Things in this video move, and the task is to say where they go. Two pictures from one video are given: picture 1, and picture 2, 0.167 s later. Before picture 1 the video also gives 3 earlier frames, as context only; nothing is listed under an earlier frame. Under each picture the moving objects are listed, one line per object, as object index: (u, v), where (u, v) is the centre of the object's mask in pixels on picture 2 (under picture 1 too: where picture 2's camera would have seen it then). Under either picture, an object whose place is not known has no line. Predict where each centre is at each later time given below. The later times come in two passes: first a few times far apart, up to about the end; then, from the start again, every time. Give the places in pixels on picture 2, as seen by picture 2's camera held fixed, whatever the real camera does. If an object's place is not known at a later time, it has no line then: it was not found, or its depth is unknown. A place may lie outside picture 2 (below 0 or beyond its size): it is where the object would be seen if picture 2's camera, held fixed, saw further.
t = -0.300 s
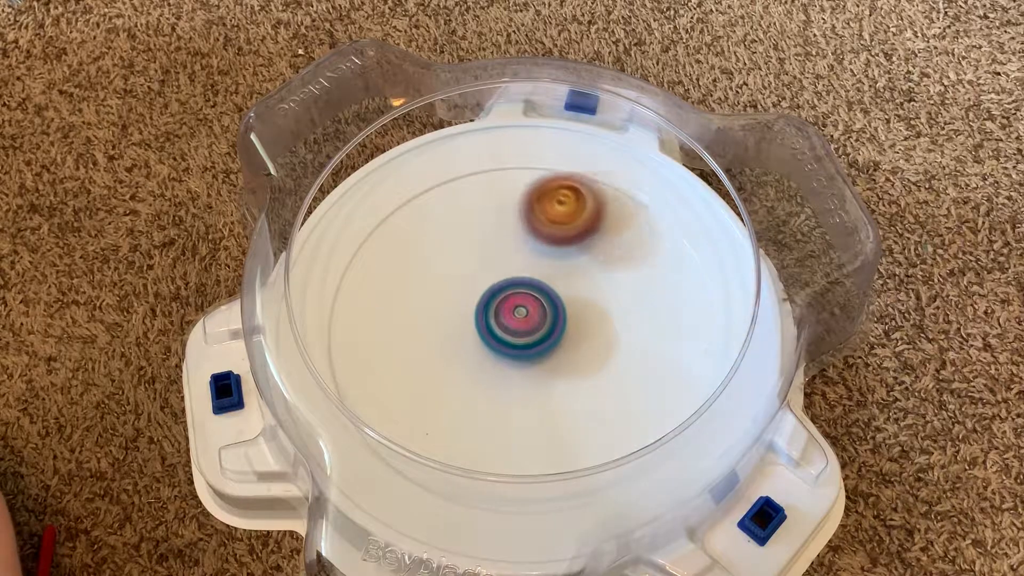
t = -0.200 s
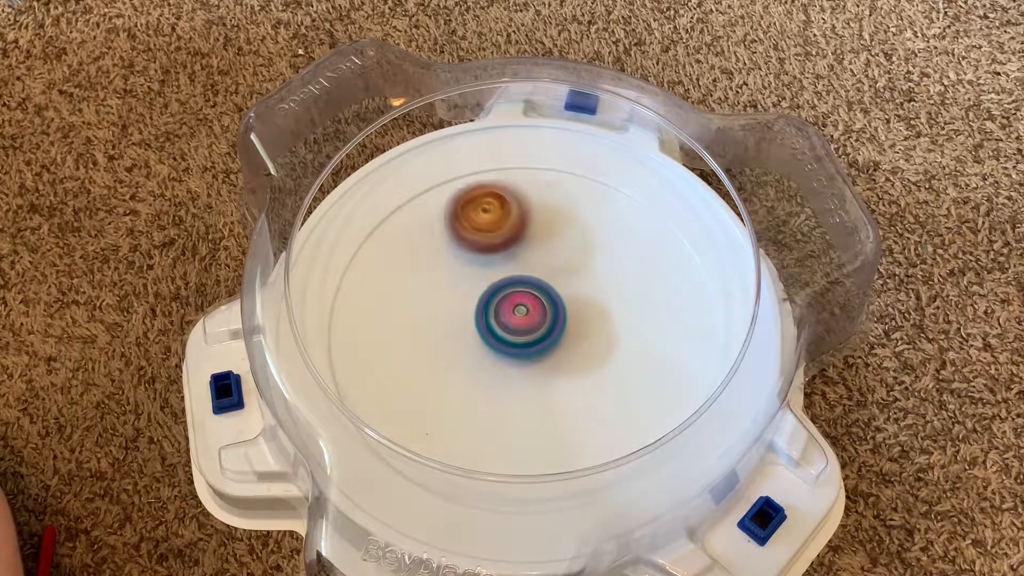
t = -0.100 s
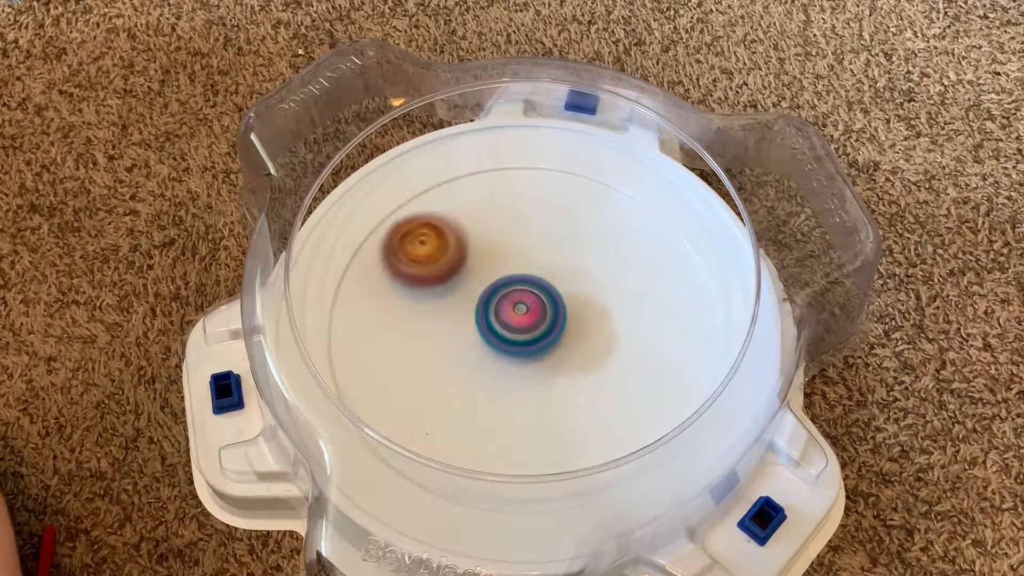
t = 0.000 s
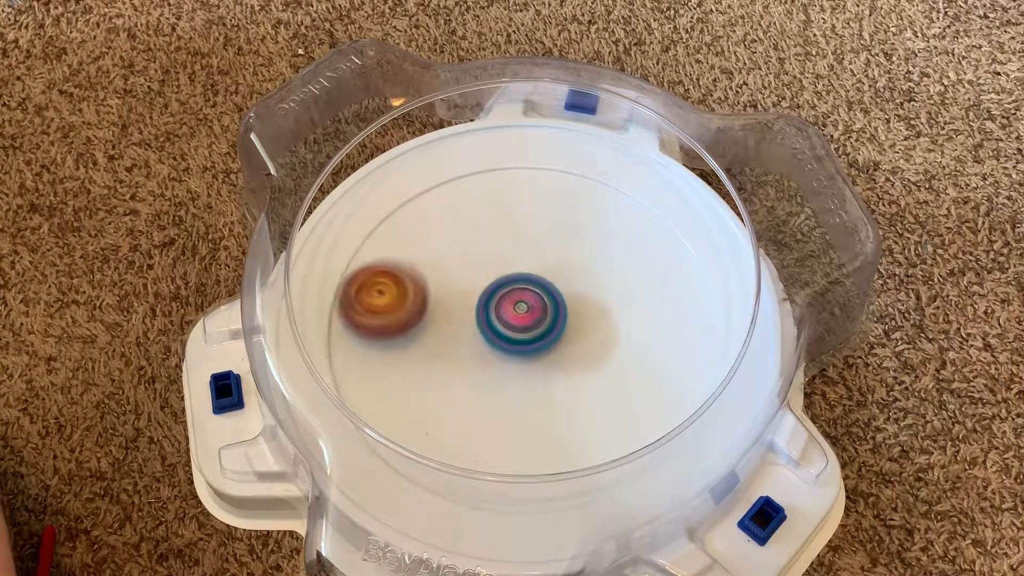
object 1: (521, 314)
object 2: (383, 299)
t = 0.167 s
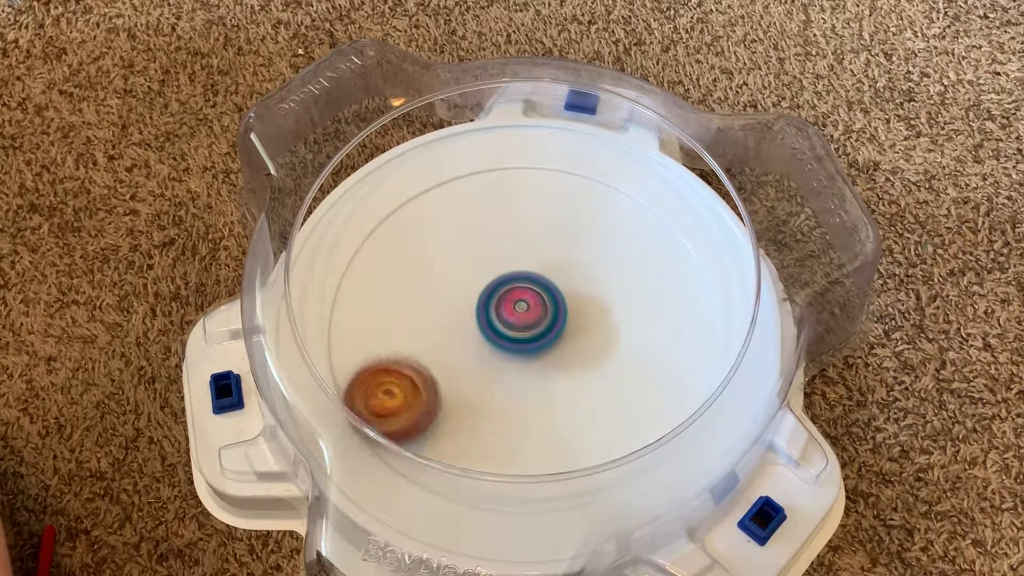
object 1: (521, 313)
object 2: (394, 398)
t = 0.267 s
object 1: (521, 312)
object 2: (455, 437)
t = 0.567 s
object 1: (521, 312)
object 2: (629, 325)
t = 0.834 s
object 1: (520, 315)
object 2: (554, 188)
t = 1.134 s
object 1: (520, 317)
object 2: (401, 258)
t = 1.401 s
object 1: (521, 319)
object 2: (492, 411)
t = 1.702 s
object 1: (520, 319)
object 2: (672, 354)
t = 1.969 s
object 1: (519, 317)
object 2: (576, 229)
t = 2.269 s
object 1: (519, 315)
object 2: (396, 280)
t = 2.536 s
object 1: (520, 315)
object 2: (430, 413)
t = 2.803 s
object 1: (521, 315)
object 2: (605, 355)
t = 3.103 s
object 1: (522, 315)
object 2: (582, 201)
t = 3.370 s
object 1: (522, 314)
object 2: (441, 234)
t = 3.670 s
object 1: (520, 317)
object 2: (476, 402)
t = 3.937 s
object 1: (519, 318)
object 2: (634, 396)
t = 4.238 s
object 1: (519, 318)
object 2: (575, 248)
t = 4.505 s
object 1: (519, 316)
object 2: (422, 245)
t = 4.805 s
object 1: (520, 315)
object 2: (426, 381)
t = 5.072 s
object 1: (522, 310)
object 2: (597, 373)
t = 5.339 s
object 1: (522, 316)
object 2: (639, 262)
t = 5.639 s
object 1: (523, 333)
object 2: (477, 246)
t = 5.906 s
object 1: (525, 341)
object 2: (407, 340)
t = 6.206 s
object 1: (564, 292)
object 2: (486, 429)
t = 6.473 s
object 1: (549, 272)
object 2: (551, 366)
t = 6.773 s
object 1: (530, 228)
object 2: (487, 363)
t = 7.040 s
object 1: (524, 268)
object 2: (477, 337)
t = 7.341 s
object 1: (531, 305)
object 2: (444, 332)
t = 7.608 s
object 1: (559, 334)
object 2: (425, 324)
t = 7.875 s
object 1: (542, 344)
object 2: (451, 310)
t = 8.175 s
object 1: (610, 395)
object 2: (441, 218)
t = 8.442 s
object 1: (558, 381)
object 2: (522, 292)
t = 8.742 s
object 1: (520, 350)
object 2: (537, 284)
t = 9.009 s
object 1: (470, 331)
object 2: (560, 270)
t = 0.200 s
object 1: (521, 313)
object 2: (408, 417)
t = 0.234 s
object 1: (521, 312)
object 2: (429, 430)
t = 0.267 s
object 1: (521, 312)
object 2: (455, 437)
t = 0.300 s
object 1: (521, 312)
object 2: (483, 438)
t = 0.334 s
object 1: (521, 312)
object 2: (510, 439)
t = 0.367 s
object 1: (521, 312)
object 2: (538, 434)
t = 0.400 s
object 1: (521, 312)
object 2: (564, 425)
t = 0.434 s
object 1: (521, 312)
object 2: (586, 409)
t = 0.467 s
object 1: (521, 312)
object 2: (604, 390)
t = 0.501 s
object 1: (521, 312)
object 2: (616, 369)
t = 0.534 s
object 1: (521, 312)
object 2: (625, 347)
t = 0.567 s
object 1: (521, 312)
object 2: (629, 325)
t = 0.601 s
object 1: (521, 312)
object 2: (630, 303)
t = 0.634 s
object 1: (521, 313)
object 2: (627, 281)
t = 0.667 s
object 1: (521, 313)
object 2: (621, 261)
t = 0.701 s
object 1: (521, 313)
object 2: (613, 243)
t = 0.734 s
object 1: (521, 314)
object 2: (601, 225)
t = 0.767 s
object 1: (521, 314)
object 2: (588, 210)
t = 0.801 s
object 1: (520, 314)
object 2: (572, 198)
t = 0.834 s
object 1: (520, 315)
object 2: (554, 188)
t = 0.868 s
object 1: (520, 315)
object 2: (535, 181)
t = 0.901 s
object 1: (520, 315)
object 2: (516, 177)
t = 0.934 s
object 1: (520, 316)
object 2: (495, 177)
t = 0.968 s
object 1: (520, 316)
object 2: (474, 181)
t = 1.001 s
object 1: (520, 316)
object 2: (455, 188)
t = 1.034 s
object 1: (520, 316)
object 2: (437, 201)
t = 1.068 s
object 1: (520, 317)
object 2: (421, 217)
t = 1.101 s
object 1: (521, 317)
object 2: (410, 236)
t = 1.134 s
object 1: (520, 317)
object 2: (401, 258)
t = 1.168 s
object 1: (520, 317)
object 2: (399, 281)
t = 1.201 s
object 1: (521, 318)
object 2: (400, 304)
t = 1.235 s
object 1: (521, 319)
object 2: (406, 327)
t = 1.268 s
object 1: (521, 319)
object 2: (417, 349)
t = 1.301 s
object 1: (521, 319)
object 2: (432, 368)
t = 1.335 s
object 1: (521, 319)
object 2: (450, 386)
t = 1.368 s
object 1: (521, 319)
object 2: (470, 400)
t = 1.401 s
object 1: (521, 319)
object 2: (492, 411)
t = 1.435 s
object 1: (521, 319)
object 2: (516, 418)
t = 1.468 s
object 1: (521, 319)
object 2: (540, 422)
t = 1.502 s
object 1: (521, 320)
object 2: (565, 423)
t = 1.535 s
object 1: (521, 320)
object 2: (588, 420)
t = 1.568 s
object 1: (521, 320)
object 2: (610, 413)
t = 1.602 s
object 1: (520, 320)
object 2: (631, 403)
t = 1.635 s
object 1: (520, 319)
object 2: (649, 389)
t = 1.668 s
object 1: (520, 319)
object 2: (663, 373)
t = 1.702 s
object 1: (520, 319)
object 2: (672, 354)
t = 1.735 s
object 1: (520, 319)
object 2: (674, 333)
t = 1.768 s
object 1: (520, 319)
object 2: (673, 313)
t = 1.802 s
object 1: (520, 319)
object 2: (665, 293)
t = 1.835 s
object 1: (520, 318)
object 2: (653, 275)
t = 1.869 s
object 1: (520, 318)
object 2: (638, 259)
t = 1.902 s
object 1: (520, 318)
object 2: (619, 247)
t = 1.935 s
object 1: (519, 317)
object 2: (597, 236)
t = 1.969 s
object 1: (519, 317)
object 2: (576, 229)
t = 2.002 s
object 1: (519, 317)
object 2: (553, 225)
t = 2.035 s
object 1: (519, 316)
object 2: (530, 223)
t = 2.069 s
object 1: (519, 316)
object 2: (506, 225)
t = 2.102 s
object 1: (519, 316)
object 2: (483, 229)
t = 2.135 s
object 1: (519, 316)
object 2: (461, 235)
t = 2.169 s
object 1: (519, 316)
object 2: (442, 244)
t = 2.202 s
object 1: (519, 316)
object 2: (425, 254)
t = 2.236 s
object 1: (519, 316)
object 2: (409, 266)
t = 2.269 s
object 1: (519, 315)
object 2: (396, 280)
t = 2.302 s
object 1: (519, 316)
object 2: (384, 296)
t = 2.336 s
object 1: (519, 315)
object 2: (377, 313)
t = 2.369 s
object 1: (519, 315)
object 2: (374, 332)
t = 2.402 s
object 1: (519, 315)
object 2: (375, 350)
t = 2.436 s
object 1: (519, 315)
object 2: (382, 368)
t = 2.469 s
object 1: (520, 315)
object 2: (393, 386)
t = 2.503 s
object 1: (520, 315)
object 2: (408, 401)
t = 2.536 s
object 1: (520, 315)
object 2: (430, 413)
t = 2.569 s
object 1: (520, 315)
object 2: (456, 421)
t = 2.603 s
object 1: (520, 315)
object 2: (482, 425)
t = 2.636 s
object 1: (520, 315)
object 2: (509, 422)
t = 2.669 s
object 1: (520, 314)
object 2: (533, 415)
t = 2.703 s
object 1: (520, 314)
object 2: (556, 404)
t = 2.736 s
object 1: (521, 314)
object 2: (575, 391)
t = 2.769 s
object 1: (521, 315)
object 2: (593, 373)
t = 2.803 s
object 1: (521, 315)
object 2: (605, 355)
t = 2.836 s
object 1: (521, 315)
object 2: (615, 337)
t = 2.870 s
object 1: (521, 315)
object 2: (621, 319)
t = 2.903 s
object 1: (521, 315)
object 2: (625, 299)
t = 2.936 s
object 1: (521, 315)
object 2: (625, 280)
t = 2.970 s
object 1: (521, 315)
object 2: (623, 261)
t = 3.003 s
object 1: (522, 315)
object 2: (616, 243)
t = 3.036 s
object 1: (522, 315)
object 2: (608, 227)
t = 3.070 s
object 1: (522, 315)
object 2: (596, 213)
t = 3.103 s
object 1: (522, 315)
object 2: (582, 201)
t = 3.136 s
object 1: (522, 315)
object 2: (565, 193)
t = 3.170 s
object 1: (522, 315)
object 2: (548, 188)
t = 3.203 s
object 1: (522, 315)
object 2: (528, 185)
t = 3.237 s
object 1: (522, 315)
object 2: (509, 187)
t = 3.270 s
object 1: (522, 315)
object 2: (489, 192)
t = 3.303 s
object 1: (522, 315)
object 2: (471, 202)
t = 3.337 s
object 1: (522, 315)
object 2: (454, 217)
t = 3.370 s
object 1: (522, 314)
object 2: (441, 234)
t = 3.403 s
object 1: (521, 314)
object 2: (432, 252)
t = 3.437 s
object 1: (521, 315)
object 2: (425, 272)
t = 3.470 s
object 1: (521, 315)
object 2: (423, 294)
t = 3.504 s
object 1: (521, 316)
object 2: (424, 315)
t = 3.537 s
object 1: (521, 316)
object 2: (429, 334)
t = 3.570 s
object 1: (520, 317)
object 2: (436, 352)
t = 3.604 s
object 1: (520, 317)
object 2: (445, 370)
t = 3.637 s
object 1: (520, 317)
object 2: (459, 388)
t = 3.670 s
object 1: (520, 317)
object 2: (476, 402)
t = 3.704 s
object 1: (520, 317)
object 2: (494, 413)
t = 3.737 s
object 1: (520, 317)
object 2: (514, 422)
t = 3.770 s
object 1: (520, 317)
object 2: (534, 427)
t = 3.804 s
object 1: (519, 317)
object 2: (557, 428)
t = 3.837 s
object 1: (519, 318)
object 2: (578, 425)
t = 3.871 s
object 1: (519, 318)
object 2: (597, 419)
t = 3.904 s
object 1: (519, 318)
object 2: (616, 411)
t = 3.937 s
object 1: (519, 318)
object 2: (634, 396)
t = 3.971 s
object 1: (519, 318)
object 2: (644, 379)
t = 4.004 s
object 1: (519, 318)
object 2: (650, 360)
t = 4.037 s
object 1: (519, 318)
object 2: (651, 340)
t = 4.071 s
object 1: (519, 318)
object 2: (646, 320)
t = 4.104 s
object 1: (519, 318)
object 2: (638, 302)
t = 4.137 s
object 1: (519, 318)
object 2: (625, 286)
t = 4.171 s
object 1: (519, 318)
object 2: (610, 271)
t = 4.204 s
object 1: (519, 318)
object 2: (593, 258)
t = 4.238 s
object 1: (519, 318)
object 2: (575, 248)
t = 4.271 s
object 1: (519, 317)
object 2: (555, 240)
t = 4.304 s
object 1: (519, 317)
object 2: (535, 233)
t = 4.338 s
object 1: (519, 317)
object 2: (515, 230)
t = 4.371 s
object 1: (519, 317)
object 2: (495, 228)
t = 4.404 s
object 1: (519, 317)
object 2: (476, 230)
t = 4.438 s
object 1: (519, 317)
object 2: (457, 232)
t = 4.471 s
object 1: (519, 316)
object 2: (439, 237)
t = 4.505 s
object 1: (519, 316)
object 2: (422, 245)
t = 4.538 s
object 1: (519, 316)
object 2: (407, 254)
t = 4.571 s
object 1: (519, 316)
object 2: (395, 267)
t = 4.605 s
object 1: (519, 316)
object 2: (385, 281)
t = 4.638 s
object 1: (519, 316)
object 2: (380, 298)
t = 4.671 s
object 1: (520, 316)
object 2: (379, 315)
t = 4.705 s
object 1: (520, 315)
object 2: (382, 334)
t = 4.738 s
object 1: (520, 315)
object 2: (392, 353)
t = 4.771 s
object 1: (520, 315)
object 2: (407, 368)
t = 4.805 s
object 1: (520, 315)
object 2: (426, 381)
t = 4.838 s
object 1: (520, 315)
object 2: (448, 390)
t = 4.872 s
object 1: (521, 315)
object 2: (470, 396)
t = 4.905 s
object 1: (521, 315)
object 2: (493, 398)
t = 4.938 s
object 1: (521, 315)
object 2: (517, 398)
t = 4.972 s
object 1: (521, 314)
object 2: (540, 393)
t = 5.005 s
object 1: (521, 313)
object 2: (560, 387)
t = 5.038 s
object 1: (522, 311)
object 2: (579, 381)
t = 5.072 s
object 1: (522, 310)
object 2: (597, 373)
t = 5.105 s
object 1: (522, 310)
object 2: (613, 365)
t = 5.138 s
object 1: (522, 310)
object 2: (629, 353)
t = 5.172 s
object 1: (521, 310)
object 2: (640, 339)
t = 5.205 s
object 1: (521, 311)
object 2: (648, 325)
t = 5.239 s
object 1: (521, 312)
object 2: (653, 308)
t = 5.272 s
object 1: (521, 313)
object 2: (652, 294)
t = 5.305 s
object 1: (521, 315)
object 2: (648, 278)
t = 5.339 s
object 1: (522, 316)
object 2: (639, 262)
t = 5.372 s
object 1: (522, 317)
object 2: (625, 250)
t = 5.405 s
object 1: (523, 319)
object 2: (609, 240)
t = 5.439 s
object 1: (523, 320)
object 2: (589, 234)
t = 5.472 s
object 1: (523, 321)
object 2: (570, 232)
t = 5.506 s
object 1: (524, 321)
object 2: (550, 232)
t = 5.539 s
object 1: (524, 322)
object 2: (530, 234)
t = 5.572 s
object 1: (524, 323)
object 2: (511, 240)
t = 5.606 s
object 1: (523, 328)
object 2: (492, 242)
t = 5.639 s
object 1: (523, 333)
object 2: (477, 246)
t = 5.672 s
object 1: (523, 337)
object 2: (461, 251)
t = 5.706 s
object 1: (524, 340)
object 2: (446, 258)
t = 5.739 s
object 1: (524, 341)
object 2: (432, 269)
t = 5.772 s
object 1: (524, 342)
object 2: (421, 281)
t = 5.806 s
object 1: (525, 342)
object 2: (413, 293)
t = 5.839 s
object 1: (525, 342)
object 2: (407, 308)
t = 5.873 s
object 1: (525, 342)
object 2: (403, 324)
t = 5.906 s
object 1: (525, 341)
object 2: (407, 340)
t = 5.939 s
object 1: (525, 339)
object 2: (414, 356)
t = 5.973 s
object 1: (524, 338)
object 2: (425, 368)
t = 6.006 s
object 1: (523, 337)
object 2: (438, 381)
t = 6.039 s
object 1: (522, 334)
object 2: (456, 391)
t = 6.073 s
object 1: (528, 329)
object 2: (465, 399)
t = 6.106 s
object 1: (541, 319)
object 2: (467, 413)
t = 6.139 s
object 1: (552, 308)
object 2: (470, 421)
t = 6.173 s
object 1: (559, 300)
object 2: (477, 427)
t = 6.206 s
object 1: (564, 292)
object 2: (486, 429)
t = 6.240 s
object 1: (564, 286)
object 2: (493, 431)
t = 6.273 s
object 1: (563, 281)
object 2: (504, 433)
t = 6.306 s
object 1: (561, 278)
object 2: (519, 430)
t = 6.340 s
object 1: (559, 275)
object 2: (530, 423)
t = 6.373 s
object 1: (556, 273)
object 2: (540, 412)
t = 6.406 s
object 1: (554, 273)
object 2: (546, 396)
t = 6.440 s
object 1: (552, 272)
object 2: (549, 382)
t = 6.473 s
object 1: (549, 272)
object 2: (551, 366)
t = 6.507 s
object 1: (547, 272)
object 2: (547, 349)
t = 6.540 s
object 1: (547, 259)
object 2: (538, 352)
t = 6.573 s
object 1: (547, 245)
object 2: (530, 357)
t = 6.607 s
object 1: (545, 236)
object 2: (522, 359)
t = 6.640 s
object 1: (541, 230)
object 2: (514, 361)
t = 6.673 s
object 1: (538, 227)
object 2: (507, 363)
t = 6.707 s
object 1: (535, 226)
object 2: (500, 363)
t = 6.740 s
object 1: (533, 227)
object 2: (493, 363)
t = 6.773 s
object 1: (530, 228)
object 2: (487, 363)
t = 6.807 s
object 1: (529, 231)
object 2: (483, 363)
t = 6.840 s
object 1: (528, 235)
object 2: (480, 362)
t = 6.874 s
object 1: (527, 239)
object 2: (478, 361)
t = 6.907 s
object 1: (526, 244)
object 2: (479, 358)
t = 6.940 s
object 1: (525, 249)
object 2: (479, 354)
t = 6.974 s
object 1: (524, 255)
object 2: (479, 349)
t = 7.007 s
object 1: (524, 261)
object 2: (478, 343)
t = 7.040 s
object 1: (524, 268)
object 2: (477, 337)
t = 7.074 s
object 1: (527, 271)
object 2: (469, 334)
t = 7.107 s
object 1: (533, 272)
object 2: (464, 331)
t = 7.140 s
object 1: (535, 276)
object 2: (458, 329)
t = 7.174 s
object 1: (536, 279)
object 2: (454, 329)
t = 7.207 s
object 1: (535, 284)
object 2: (450, 330)
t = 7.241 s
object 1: (534, 289)
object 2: (447, 331)
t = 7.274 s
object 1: (533, 294)
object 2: (446, 332)
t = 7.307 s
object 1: (530, 300)
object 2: (447, 332)
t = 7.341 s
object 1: (531, 305)
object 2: (444, 332)
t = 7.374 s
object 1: (536, 310)
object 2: (443, 332)
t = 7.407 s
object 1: (538, 314)
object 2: (441, 332)
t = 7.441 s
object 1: (538, 318)
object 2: (442, 333)
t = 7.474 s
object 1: (537, 321)
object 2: (445, 333)
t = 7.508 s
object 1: (537, 325)
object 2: (445, 331)
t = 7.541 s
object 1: (548, 330)
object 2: (436, 328)
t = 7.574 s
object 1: (556, 332)
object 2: (429, 327)
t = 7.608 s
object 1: (559, 334)
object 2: (425, 324)
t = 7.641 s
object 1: (561, 336)
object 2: (420, 322)
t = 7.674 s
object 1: (559, 337)
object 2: (419, 321)
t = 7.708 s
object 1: (558, 337)
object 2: (420, 321)
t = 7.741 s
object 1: (554, 338)
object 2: (423, 319)
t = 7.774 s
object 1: (550, 339)
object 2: (429, 318)
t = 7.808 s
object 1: (545, 341)
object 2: (435, 318)
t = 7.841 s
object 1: (541, 341)
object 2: (445, 316)
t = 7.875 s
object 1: (542, 344)
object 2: (451, 310)
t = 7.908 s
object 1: (561, 361)
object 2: (435, 292)
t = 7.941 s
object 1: (579, 375)
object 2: (420, 272)
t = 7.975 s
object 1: (594, 385)
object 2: (418, 248)
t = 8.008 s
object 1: (604, 391)
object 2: (414, 233)
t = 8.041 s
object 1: (610, 394)
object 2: (413, 221)
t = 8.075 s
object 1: (613, 395)
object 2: (416, 213)
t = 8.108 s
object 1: (614, 396)
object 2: (425, 211)
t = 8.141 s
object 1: (613, 396)
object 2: (432, 213)
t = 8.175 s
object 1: (610, 395)
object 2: (441, 218)
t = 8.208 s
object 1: (606, 394)
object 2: (450, 226)
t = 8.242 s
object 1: (601, 391)
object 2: (460, 237)
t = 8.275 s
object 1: (594, 387)
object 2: (469, 250)
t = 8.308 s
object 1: (587, 383)
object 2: (478, 260)
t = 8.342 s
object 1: (578, 379)
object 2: (492, 273)
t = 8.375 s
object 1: (569, 374)
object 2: (503, 288)
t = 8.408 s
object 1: (562, 372)
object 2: (516, 299)
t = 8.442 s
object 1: (558, 381)
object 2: (522, 292)
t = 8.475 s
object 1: (553, 388)
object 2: (526, 286)
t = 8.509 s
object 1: (547, 391)
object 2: (531, 285)
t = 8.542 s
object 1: (542, 390)
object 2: (535, 282)
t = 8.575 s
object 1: (538, 385)
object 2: (539, 279)
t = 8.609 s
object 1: (535, 379)
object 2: (541, 281)
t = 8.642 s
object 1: (531, 372)
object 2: (540, 284)
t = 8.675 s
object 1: (528, 364)
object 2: (538, 286)
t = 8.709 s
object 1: (526, 356)
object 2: (535, 286)
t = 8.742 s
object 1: (520, 350)
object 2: (537, 284)
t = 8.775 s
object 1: (512, 347)
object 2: (542, 284)
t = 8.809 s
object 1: (506, 344)
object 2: (546, 285)
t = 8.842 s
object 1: (501, 339)
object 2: (547, 285)
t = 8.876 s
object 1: (491, 339)
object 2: (551, 282)
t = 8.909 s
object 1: (481, 339)
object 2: (556, 275)
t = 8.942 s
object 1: (474, 337)
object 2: (559, 271)
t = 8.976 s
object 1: (471, 334)
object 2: (560, 270)
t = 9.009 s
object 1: (470, 331)
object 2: (560, 270)
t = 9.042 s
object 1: (469, 327)
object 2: (560, 271)
